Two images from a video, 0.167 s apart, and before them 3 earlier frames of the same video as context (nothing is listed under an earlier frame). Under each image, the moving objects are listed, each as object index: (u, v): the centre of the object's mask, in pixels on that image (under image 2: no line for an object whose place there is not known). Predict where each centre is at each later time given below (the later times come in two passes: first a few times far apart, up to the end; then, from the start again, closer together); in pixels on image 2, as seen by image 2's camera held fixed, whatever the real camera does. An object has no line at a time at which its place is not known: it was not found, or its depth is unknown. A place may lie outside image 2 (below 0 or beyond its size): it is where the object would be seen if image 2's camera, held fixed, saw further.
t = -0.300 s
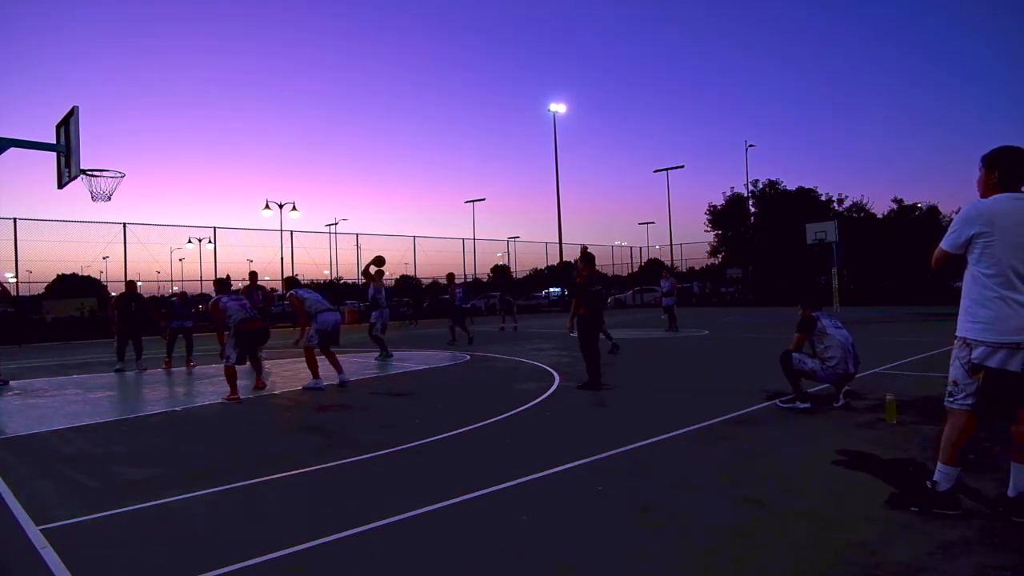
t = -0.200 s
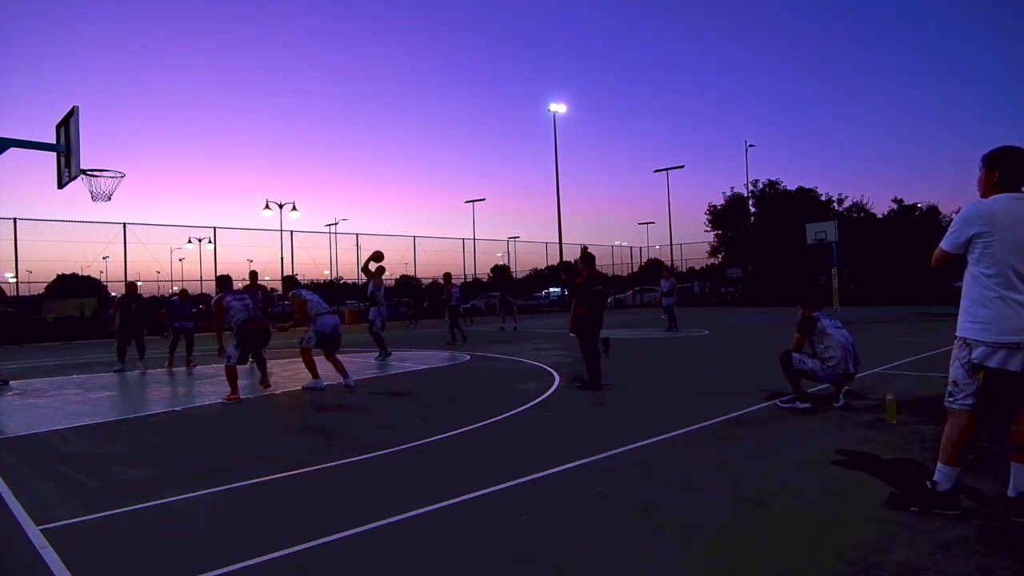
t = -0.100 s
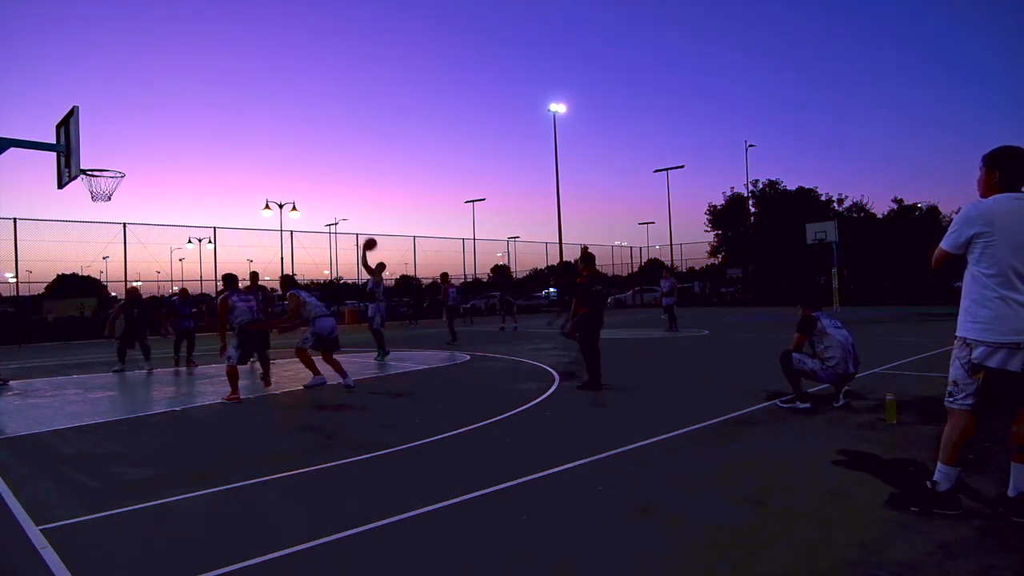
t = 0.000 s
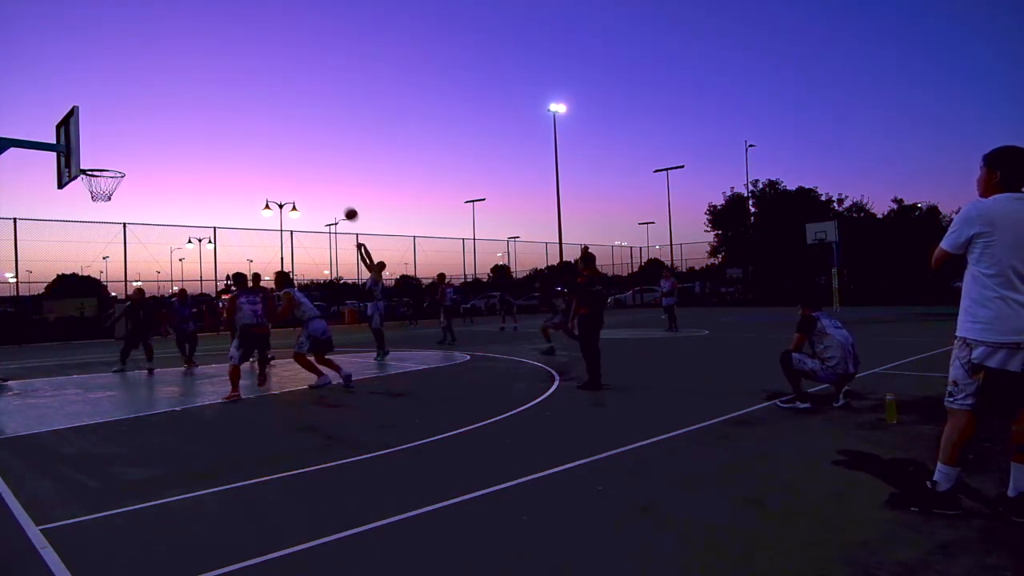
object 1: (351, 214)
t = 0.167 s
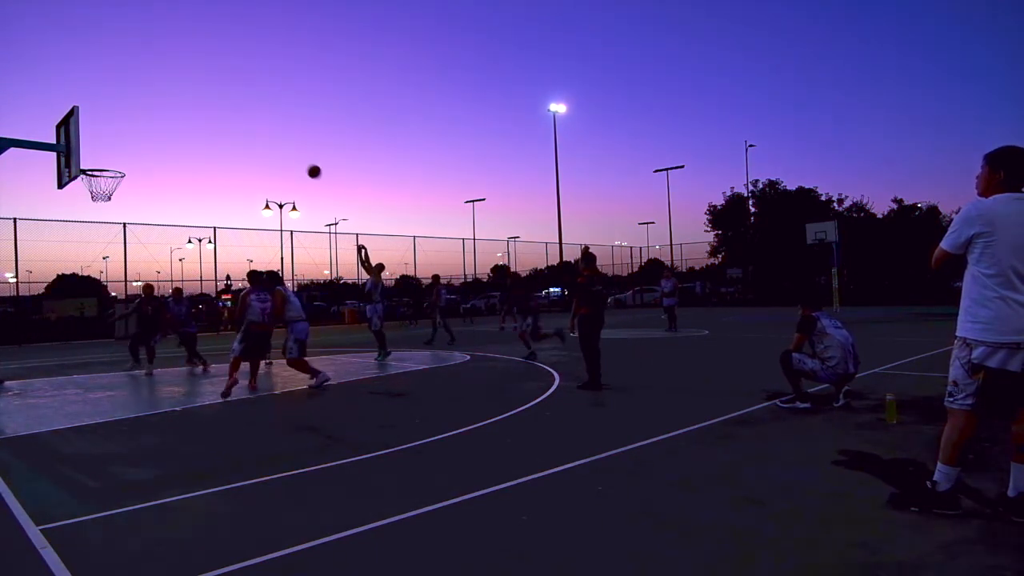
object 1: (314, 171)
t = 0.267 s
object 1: (291, 152)
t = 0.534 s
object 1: (225, 126)
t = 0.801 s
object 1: (153, 142)
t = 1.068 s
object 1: (81, 189)
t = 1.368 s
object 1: (77, 221)
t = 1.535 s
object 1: (77, 268)
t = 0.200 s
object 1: (306, 164)
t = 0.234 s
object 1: (298, 158)
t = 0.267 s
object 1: (291, 152)
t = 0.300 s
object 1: (283, 147)
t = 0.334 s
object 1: (275, 142)
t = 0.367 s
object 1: (267, 138)
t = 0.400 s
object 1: (259, 134)
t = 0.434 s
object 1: (251, 131)
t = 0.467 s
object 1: (242, 129)
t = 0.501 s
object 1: (234, 127)
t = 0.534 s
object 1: (225, 126)
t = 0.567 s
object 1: (217, 125)
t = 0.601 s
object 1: (208, 125)
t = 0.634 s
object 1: (199, 126)
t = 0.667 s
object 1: (190, 128)
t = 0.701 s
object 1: (181, 130)
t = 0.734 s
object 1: (172, 133)
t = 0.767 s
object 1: (162, 137)
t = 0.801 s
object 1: (153, 142)
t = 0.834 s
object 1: (143, 147)
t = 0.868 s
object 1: (133, 154)
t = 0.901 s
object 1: (123, 161)
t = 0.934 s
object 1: (113, 168)
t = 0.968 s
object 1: (103, 176)
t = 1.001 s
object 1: (92, 185)
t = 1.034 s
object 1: (85, 189)
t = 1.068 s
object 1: (81, 189)
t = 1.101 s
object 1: (79, 189)
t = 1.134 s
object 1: (79, 190)
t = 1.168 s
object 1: (78, 192)
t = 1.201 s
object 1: (78, 195)
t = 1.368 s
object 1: (77, 221)
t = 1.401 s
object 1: (77, 229)
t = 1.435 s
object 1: (77, 238)
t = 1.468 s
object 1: (77, 248)
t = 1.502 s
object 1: (77, 258)
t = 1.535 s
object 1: (77, 268)
